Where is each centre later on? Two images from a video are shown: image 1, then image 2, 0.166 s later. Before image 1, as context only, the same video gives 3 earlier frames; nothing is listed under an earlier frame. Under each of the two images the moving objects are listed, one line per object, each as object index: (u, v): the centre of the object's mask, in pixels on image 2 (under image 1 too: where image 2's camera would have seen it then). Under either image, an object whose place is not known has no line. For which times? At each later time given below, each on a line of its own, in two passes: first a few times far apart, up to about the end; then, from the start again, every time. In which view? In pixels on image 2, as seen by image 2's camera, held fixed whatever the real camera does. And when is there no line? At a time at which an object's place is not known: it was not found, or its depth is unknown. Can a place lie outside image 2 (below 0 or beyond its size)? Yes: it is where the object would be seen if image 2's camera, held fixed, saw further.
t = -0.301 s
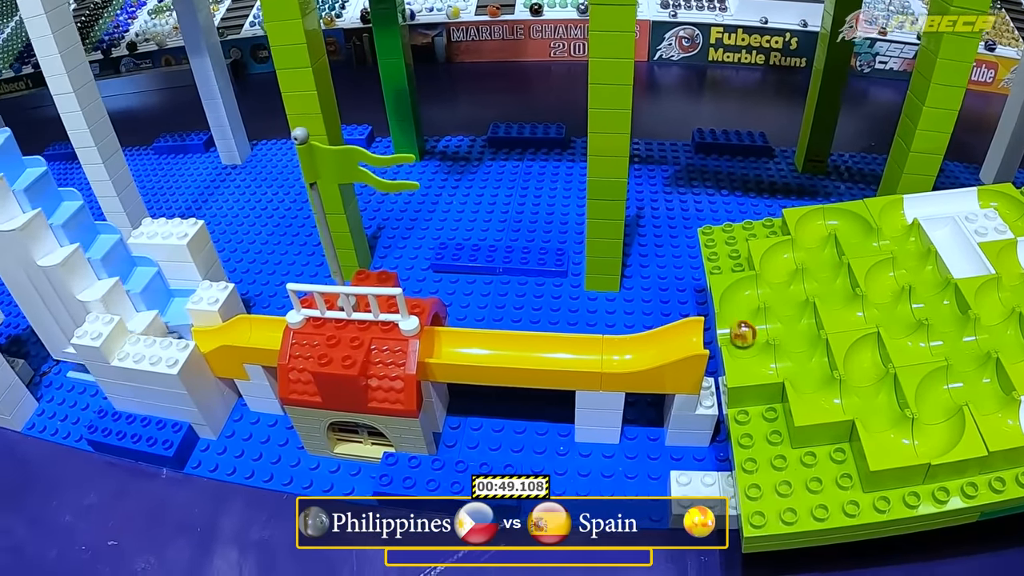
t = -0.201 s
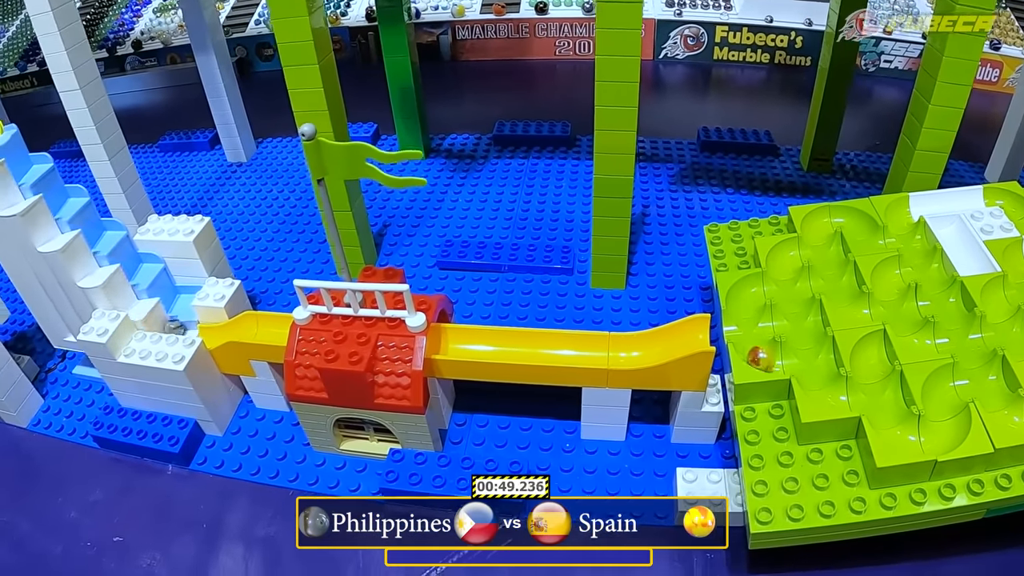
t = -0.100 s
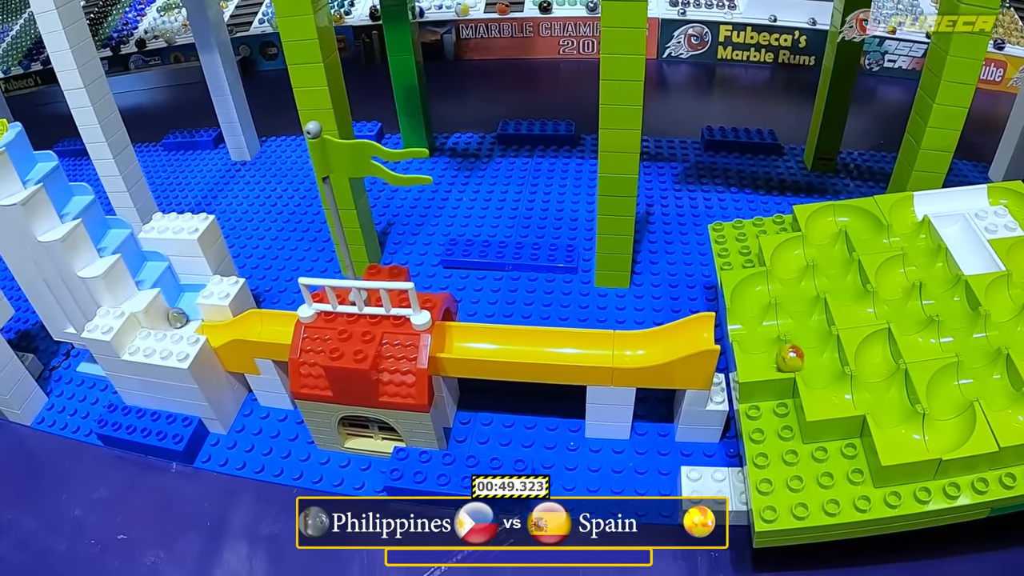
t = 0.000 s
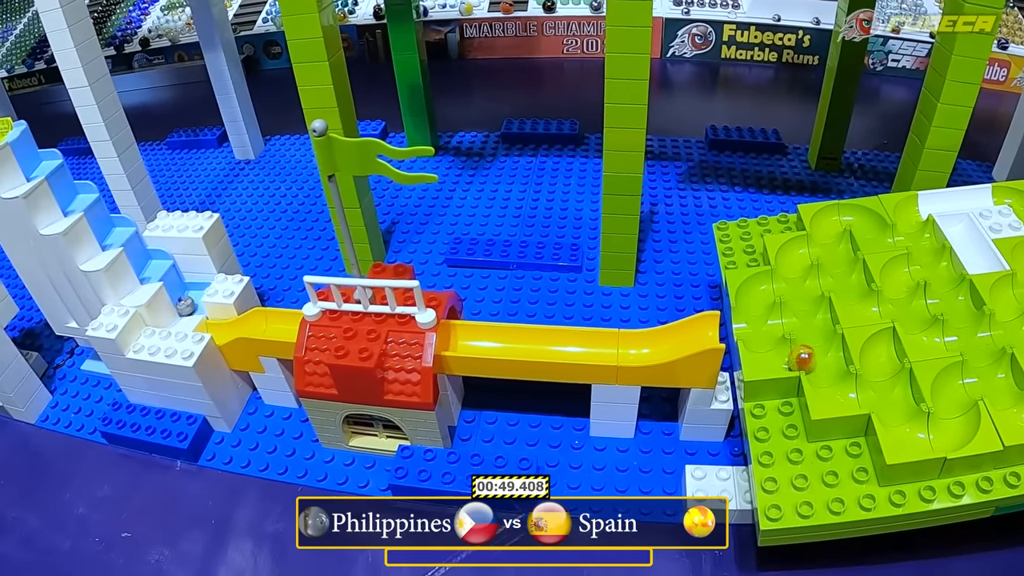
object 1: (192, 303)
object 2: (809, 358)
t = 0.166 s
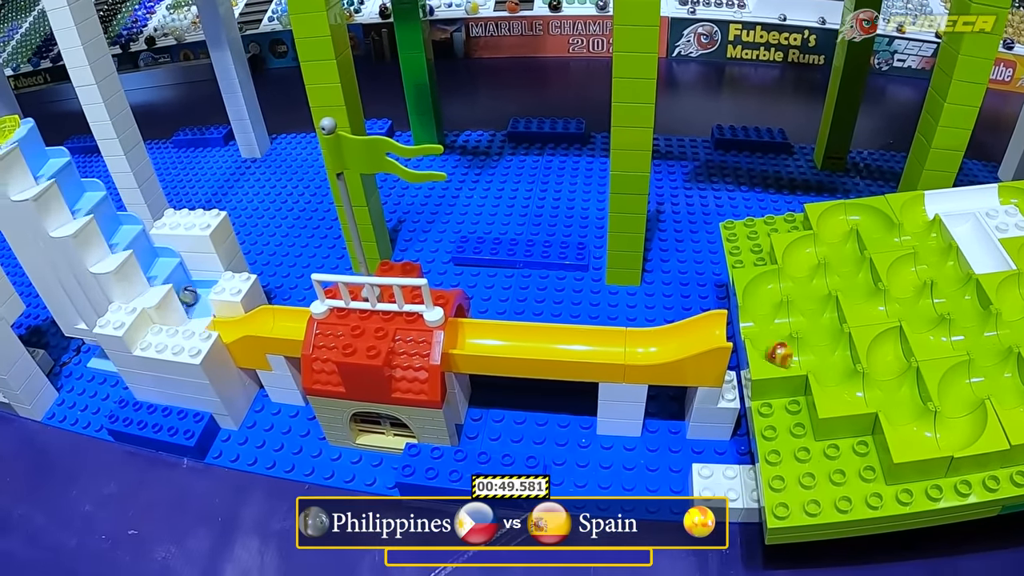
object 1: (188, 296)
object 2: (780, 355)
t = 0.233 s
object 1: (188, 299)
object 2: (765, 340)
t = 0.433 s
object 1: (185, 304)
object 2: (759, 294)
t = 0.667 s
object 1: (163, 318)
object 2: (773, 288)
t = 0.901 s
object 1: (156, 300)
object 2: (764, 325)
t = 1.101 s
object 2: (785, 356)
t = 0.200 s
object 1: (188, 297)
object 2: (771, 348)
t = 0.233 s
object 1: (188, 299)
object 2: (765, 340)
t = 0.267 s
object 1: (187, 301)
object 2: (765, 332)
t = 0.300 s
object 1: (187, 302)
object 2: (766, 323)
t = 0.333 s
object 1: (186, 302)
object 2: (764, 316)
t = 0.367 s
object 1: (186, 301)
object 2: (760, 307)
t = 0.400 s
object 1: (185, 302)
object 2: (757, 299)
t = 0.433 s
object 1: (185, 304)
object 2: (759, 294)
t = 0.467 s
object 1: (183, 305)
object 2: (765, 292)
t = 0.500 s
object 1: (182, 307)
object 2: (772, 289)
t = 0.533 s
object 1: (181, 310)
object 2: (775, 286)
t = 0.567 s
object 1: (179, 314)
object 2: (776, 284)
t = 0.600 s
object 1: (174, 318)
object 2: (777, 285)
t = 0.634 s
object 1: (168, 319)
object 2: (776, 287)
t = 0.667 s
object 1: (163, 318)
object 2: (773, 288)
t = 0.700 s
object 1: (160, 318)
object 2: (767, 289)
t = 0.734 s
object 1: (159, 316)
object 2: (761, 291)
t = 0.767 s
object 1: (158, 314)
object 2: (759, 296)
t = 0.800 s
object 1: (158, 311)
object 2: (761, 303)
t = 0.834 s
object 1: (159, 306)
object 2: (761, 311)
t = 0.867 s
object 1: (157, 302)
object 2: (763, 318)
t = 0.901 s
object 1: (156, 300)
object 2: (764, 325)
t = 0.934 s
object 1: (154, 297)
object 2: (765, 332)
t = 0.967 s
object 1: (152, 293)
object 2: (767, 341)
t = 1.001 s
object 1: (151, 291)
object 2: (771, 348)
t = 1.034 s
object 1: (150, 288)
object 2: (774, 354)
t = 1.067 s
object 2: (779, 355)
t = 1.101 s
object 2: (785, 356)
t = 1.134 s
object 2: (788, 357)
